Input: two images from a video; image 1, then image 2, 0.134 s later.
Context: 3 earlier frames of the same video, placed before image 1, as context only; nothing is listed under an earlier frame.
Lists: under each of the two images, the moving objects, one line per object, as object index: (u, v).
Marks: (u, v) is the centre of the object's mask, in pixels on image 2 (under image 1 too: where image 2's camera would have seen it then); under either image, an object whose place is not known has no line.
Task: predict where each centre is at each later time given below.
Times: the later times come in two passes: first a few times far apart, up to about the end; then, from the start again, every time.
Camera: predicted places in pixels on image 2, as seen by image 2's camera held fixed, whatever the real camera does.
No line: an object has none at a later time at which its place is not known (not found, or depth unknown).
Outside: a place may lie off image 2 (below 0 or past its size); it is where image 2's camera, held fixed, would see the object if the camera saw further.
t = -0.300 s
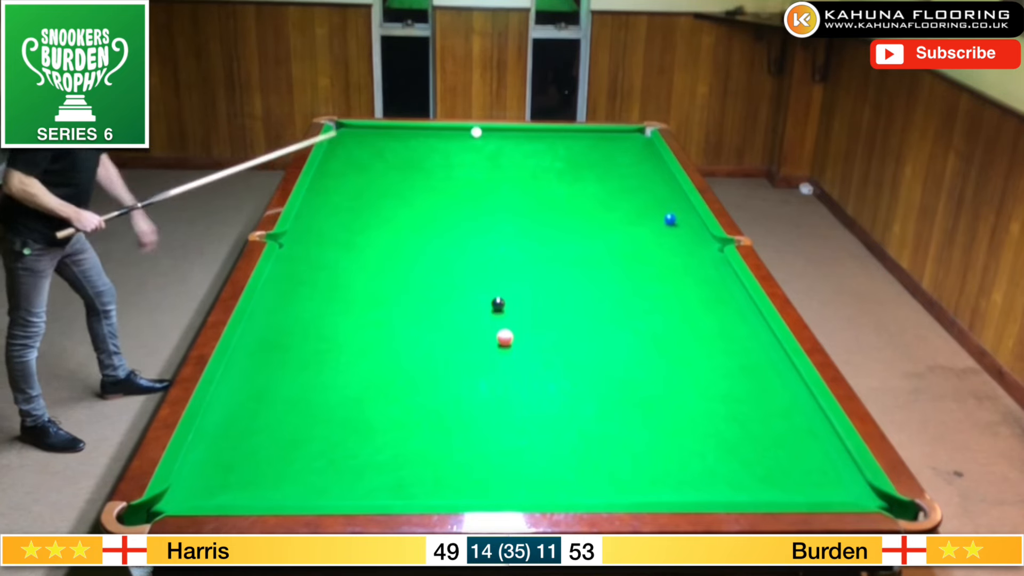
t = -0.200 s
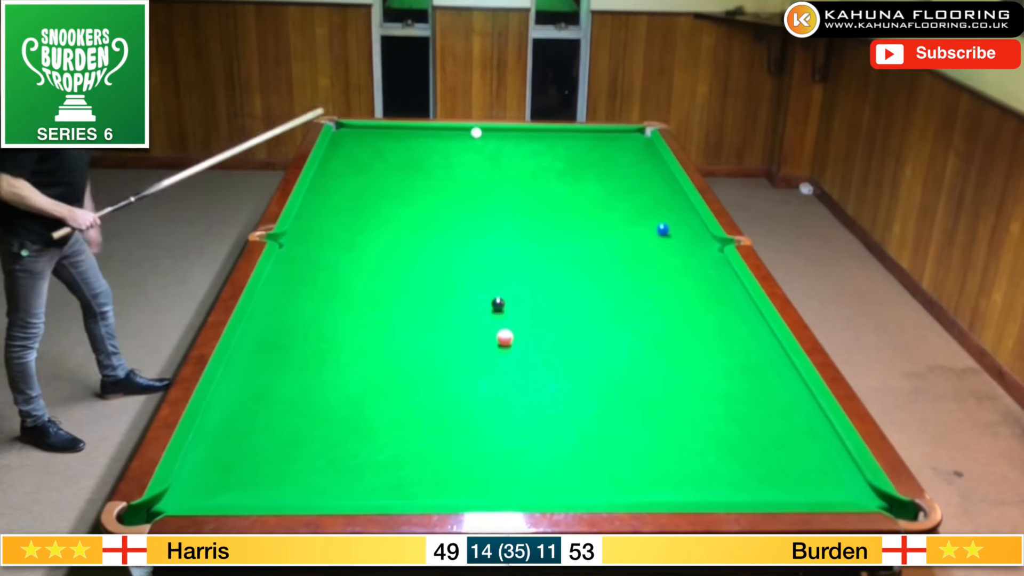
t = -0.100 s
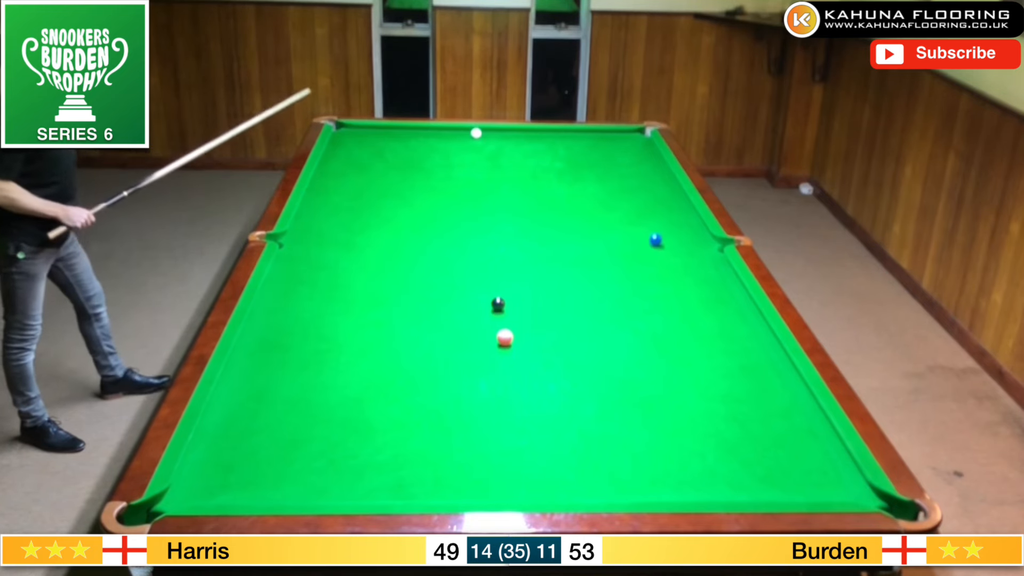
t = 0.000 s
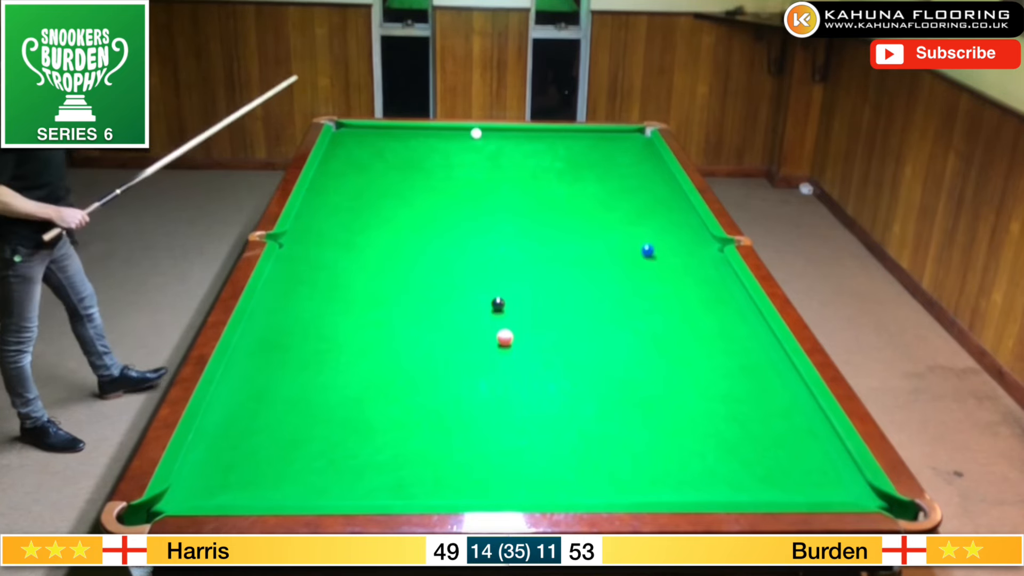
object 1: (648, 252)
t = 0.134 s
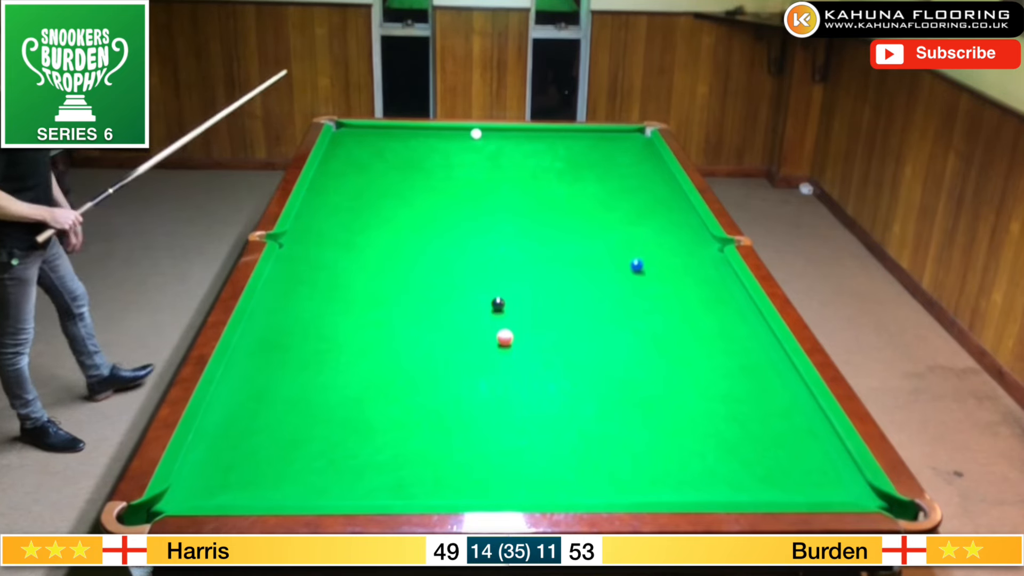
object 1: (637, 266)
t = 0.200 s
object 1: (631, 274)
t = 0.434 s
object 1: (609, 304)
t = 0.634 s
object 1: (588, 332)
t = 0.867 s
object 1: (561, 369)
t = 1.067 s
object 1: (534, 406)
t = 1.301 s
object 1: (499, 453)
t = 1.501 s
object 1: (465, 494)
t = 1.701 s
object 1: (426, 468)
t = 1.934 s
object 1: (387, 437)
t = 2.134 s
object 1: (358, 414)
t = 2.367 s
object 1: (327, 390)
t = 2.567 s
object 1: (302, 371)
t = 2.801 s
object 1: (277, 352)
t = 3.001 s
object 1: (257, 338)
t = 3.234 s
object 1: (263, 324)
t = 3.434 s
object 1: (281, 315)
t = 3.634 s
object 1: (296, 306)
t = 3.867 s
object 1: (312, 298)
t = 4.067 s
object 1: (324, 291)
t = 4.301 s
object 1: (337, 285)
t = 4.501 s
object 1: (346, 280)
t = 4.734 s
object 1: (356, 275)
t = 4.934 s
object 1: (363, 271)
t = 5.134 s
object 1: (370, 267)
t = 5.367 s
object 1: (376, 264)
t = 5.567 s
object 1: (381, 262)
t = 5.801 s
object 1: (386, 260)
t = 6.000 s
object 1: (389, 258)
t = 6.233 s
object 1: (392, 257)
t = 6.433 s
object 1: (394, 256)
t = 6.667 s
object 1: (394, 256)
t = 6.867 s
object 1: (395, 256)
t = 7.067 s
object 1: (395, 256)
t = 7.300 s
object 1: (395, 256)
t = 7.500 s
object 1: (395, 256)
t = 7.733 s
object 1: (395, 256)
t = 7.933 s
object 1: (395, 256)
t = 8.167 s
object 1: (395, 256)
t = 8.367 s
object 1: (395, 256)
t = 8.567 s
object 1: (395, 256)
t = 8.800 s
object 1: (395, 256)
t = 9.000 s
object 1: (395, 256)
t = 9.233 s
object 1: (395, 256)
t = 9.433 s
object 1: (395, 256)
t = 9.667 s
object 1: (395, 256)
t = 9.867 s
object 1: (395, 256)
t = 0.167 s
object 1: (634, 270)
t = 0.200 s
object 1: (631, 274)
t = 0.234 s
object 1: (628, 278)
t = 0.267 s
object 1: (625, 282)
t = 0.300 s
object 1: (622, 286)
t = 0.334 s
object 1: (619, 291)
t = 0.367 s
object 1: (616, 295)
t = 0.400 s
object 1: (612, 299)
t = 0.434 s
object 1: (609, 304)
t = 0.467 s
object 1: (606, 309)
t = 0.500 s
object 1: (602, 313)
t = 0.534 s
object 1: (599, 318)
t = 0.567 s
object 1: (595, 322)
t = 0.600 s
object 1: (592, 327)
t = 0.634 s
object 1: (588, 332)
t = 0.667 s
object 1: (585, 337)
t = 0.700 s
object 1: (581, 342)
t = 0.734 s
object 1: (577, 348)
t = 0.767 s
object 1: (573, 353)
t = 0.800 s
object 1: (569, 358)
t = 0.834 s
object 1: (565, 364)
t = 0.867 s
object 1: (561, 369)
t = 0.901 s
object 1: (557, 375)
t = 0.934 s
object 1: (553, 381)
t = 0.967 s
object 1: (548, 387)
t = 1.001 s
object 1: (544, 393)
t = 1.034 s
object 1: (539, 399)
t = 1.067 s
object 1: (534, 406)
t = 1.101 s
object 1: (530, 412)
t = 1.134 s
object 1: (525, 418)
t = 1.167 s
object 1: (520, 425)
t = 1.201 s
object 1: (515, 432)
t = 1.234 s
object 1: (510, 439)
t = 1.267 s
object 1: (505, 446)
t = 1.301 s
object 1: (499, 453)
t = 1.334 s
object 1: (494, 460)
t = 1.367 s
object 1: (488, 468)
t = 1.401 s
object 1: (483, 475)
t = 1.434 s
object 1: (477, 483)
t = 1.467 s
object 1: (471, 489)
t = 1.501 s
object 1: (465, 494)
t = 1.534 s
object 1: (458, 491)
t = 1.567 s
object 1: (451, 488)
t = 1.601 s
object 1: (445, 483)
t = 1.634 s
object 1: (438, 478)
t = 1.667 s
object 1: (432, 473)
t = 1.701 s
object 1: (426, 468)
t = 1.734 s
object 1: (421, 463)
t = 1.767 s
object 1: (415, 459)
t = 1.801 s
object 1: (409, 454)
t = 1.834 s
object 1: (404, 450)
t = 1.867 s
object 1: (398, 446)
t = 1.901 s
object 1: (393, 441)
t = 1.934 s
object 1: (387, 437)
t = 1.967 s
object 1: (382, 433)
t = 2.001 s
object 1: (377, 429)
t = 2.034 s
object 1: (372, 425)
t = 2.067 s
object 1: (367, 421)
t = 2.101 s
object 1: (362, 418)
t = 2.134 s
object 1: (358, 414)
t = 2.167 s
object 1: (353, 410)
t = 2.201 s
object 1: (348, 407)
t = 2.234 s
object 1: (344, 403)
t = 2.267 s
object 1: (339, 400)
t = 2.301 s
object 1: (335, 396)
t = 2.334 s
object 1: (331, 393)
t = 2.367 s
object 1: (327, 390)
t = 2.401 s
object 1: (322, 387)
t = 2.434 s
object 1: (318, 383)
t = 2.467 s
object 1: (314, 380)
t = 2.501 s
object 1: (310, 377)
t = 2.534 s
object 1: (306, 374)
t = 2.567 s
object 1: (302, 371)
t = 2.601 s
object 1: (299, 369)
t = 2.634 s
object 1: (295, 366)
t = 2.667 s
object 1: (291, 363)
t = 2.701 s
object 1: (287, 360)
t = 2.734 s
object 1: (284, 357)
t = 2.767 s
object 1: (280, 355)
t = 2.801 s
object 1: (277, 352)
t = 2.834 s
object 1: (274, 350)
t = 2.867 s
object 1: (270, 347)
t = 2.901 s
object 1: (267, 345)
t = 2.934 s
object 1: (264, 342)
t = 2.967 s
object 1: (260, 340)
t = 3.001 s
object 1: (257, 338)
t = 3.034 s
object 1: (254, 335)
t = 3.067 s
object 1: (251, 333)
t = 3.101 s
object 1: (251, 331)
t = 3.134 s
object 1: (254, 329)
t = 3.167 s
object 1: (257, 327)
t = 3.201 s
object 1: (260, 326)
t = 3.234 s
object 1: (263, 324)
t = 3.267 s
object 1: (267, 322)
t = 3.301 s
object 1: (270, 321)
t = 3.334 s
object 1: (272, 319)
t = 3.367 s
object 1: (275, 318)
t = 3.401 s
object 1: (278, 316)
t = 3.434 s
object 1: (281, 315)
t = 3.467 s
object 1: (283, 313)
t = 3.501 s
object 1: (286, 312)
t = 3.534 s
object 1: (289, 310)
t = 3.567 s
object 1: (291, 309)
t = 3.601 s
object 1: (294, 308)
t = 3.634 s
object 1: (296, 306)
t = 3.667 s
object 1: (298, 305)
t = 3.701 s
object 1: (301, 304)
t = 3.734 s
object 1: (303, 303)
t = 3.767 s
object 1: (306, 301)
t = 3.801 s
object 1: (308, 300)
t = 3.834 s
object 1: (310, 299)
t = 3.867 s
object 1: (312, 298)
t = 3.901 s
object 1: (314, 297)
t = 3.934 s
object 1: (316, 296)
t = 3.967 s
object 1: (319, 294)
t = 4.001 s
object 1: (320, 294)
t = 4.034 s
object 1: (322, 292)
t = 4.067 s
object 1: (324, 291)
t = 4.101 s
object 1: (326, 290)
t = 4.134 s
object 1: (328, 289)
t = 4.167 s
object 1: (330, 288)
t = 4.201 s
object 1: (332, 288)
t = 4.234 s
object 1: (333, 287)
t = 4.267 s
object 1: (335, 286)
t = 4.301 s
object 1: (337, 285)
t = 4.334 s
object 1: (338, 284)
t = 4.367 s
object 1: (340, 283)
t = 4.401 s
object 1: (341, 282)
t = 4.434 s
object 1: (343, 281)
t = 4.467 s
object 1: (345, 281)
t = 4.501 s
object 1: (346, 280)
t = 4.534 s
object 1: (347, 279)
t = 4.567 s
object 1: (349, 278)
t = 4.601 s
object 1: (350, 277)
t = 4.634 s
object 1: (352, 277)
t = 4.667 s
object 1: (353, 276)
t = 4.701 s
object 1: (354, 275)
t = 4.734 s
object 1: (356, 275)
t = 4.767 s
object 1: (357, 274)
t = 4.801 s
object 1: (358, 273)
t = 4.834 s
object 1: (360, 273)
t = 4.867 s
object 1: (361, 272)
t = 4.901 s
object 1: (362, 271)
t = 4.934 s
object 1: (363, 271)
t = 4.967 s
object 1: (364, 270)
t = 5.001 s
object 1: (365, 269)
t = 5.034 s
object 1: (366, 269)
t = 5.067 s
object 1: (368, 269)
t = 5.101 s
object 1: (369, 268)
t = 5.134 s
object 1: (370, 267)
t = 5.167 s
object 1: (371, 267)
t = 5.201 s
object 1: (372, 266)
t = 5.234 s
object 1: (373, 266)
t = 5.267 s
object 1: (374, 265)
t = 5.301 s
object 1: (374, 265)
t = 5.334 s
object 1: (375, 265)
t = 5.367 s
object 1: (376, 264)
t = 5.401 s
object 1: (377, 264)
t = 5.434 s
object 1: (378, 263)
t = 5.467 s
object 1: (379, 263)
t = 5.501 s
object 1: (380, 262)
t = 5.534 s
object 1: (380, 262)
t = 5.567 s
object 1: (381, 262)
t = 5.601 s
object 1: (382, 261)
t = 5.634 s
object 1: (382, 261)
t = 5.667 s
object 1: (383, 261)
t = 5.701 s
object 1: (384, 260)
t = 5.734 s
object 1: (385, 260)
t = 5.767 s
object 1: (385, 260)
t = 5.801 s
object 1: (386, 260)
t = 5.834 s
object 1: (386, 259)
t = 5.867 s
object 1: (387, 259)
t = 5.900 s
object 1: (387, 259)
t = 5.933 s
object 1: (388, 259)
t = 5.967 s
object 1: (388, 259)
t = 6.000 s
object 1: (389, 258)
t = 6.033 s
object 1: (389, 258)
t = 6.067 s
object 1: (390, 258)
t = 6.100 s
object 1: (390, 258)
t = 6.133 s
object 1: (391, 257)
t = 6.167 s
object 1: (391, 257)
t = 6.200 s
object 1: (391, 257)
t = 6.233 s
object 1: (392, 257)
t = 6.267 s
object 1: (392, 257)
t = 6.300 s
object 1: (392, 257)
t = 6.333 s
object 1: (393, 257)
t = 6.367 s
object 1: (393, 257)
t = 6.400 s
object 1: (393, 257)
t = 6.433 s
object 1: (394, 256)
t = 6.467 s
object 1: (394, 257)
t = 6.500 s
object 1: (394, 256)
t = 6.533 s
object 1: (394, 256)
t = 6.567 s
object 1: (394, 256)
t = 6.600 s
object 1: (394, 256)
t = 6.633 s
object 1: (394, 256)
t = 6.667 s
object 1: (394, 256)
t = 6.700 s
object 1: (395, 256)
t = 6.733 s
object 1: (395, 256)
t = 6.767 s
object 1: (395, 256)
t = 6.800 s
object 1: (395, 256)
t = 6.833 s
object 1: (395, 256)
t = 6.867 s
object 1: (395, 256)
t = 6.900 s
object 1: (395, 256)
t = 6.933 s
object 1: (395, 256)
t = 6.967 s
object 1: (395, 256)
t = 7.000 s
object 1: (395, 256)
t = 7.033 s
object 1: (395, 256)
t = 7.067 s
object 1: (395, 256)
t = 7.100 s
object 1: (395, 256)
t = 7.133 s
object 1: (395, 256)
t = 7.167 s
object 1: (395, 256)
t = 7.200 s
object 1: (395, 256)
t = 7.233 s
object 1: (395, 256)
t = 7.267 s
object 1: (395, 256)
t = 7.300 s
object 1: (395, 256)
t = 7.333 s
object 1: (395, 256)
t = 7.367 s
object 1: (395, 256)
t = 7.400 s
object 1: (395, 256)
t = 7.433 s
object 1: (395, 256)
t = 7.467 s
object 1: (395, 256)
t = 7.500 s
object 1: (395, 256)
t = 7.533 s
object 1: (395, 256)
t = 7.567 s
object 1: (395, 256)
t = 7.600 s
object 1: (395, 256)
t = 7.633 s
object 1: (395, 256)
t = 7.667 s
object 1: (395, 256)
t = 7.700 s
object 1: (395, 256)
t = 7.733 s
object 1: (395, 256)
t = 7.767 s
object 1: (395, 256)
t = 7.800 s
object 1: (395, 256)
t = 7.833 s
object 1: (395, 256)
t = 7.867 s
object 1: (395, 256)
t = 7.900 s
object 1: (395, 256)
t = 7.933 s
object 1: (395, 256)
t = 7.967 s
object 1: (395, 256)
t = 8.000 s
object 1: (395, 256)
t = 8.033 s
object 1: (395, 256)
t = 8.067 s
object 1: (395, 256)
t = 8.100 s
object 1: (395, 256)
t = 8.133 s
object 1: (395, 256)
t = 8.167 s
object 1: (395, 256)
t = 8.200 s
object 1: (395, 256)
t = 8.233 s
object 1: (395, 256)
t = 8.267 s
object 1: (395, 256)
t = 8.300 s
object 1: (395, 256)
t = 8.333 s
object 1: (395, 256)
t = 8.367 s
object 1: (395, 256)
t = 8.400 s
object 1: (395, 256)
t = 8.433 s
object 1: (395, 256)
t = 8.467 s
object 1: (395, 256)
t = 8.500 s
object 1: (395, 256)
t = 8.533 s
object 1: (395, 256)
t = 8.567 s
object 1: (395, 256)
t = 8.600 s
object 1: (395, 256)
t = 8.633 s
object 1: (395, 256)
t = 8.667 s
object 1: (395, 256)
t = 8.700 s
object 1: (395, 256)
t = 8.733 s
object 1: (395, 256)
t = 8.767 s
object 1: (395, 256)
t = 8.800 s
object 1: (395, 256)
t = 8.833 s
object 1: (395, 256)
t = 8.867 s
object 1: (395, 256)
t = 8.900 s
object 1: (395, 256)
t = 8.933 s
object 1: (395, 256)
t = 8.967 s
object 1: (395, 256)
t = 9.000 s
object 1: (395, 256)
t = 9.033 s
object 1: (395, 256)
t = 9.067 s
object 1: (395, 256)
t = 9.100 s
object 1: (395, 256)
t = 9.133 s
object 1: (395, 256)
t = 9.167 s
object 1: (395, 256)
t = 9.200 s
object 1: (395, 256)
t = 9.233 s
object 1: (395, 256)
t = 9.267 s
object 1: (395, 256)
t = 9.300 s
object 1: (395, 256)
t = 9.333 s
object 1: (395, 256)
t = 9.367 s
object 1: (395, 256)
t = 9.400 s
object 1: (395, 256)
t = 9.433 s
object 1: (395, 256)
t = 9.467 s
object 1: (395, 256)
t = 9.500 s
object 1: (395, 256)
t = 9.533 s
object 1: (395, 256)
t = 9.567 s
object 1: (395, 256)
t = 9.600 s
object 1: (395, 256)
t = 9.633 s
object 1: (395, 256)
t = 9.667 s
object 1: (395, 256)
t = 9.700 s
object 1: (395, 256)
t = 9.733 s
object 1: (395, 256)
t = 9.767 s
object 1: (395, 256)
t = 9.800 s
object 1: (395, 256)
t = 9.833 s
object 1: (395, 256)
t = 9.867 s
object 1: (395, 256)
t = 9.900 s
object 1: (395, 256)
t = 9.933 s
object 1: (395, 256)
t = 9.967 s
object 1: (395, 256)
